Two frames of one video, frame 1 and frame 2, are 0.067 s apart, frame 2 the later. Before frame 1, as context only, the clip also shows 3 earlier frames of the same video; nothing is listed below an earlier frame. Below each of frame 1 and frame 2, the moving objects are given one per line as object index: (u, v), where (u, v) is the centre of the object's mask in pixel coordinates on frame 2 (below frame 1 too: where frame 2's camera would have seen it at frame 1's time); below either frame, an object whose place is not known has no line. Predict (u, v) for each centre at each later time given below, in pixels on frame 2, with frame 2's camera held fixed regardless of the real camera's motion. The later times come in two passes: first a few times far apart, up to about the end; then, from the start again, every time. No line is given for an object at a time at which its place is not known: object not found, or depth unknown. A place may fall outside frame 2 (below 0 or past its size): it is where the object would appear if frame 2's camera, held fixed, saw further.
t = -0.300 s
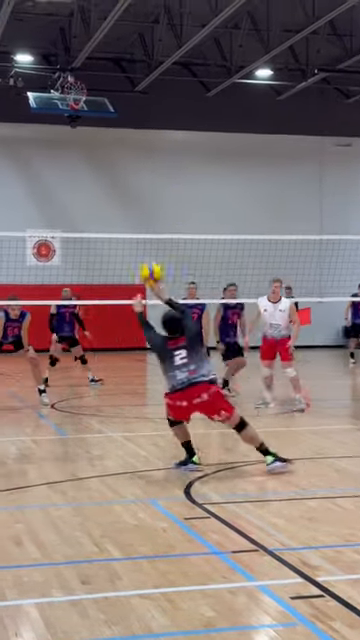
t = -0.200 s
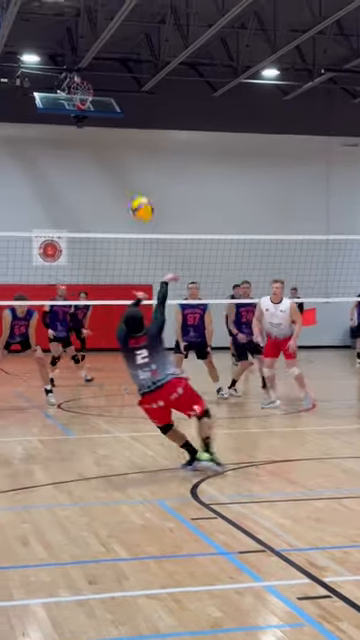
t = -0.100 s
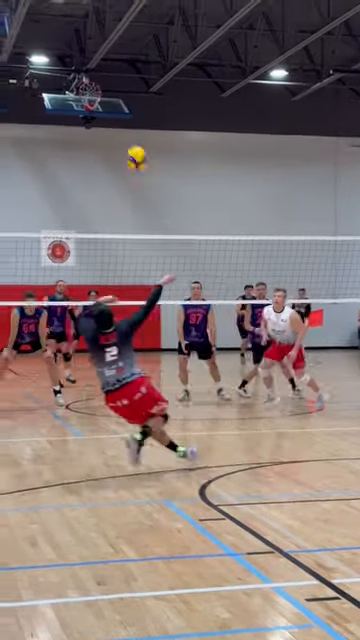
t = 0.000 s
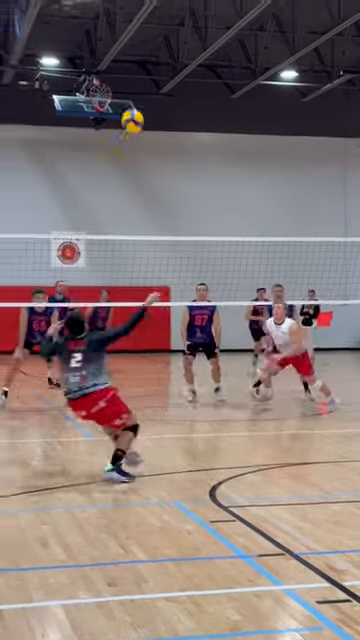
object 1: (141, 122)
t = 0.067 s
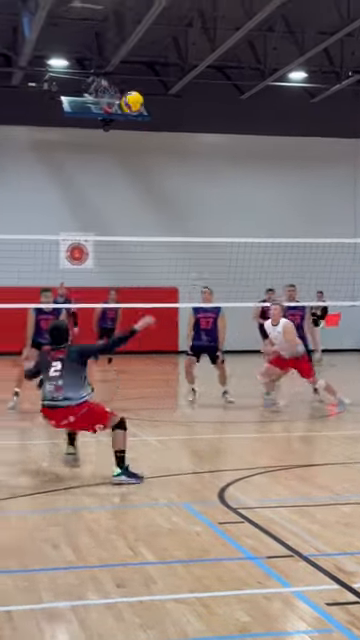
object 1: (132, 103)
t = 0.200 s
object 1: (116, 79)
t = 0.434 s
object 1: (88, 81)
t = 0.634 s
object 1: (65, 120)
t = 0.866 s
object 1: (43, 198)
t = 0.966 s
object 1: (38, 229)
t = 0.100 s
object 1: (128, 95)
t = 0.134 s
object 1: (124, 88)
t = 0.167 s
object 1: (120, 83)
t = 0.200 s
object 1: (116, 79)
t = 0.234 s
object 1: (111, 77)
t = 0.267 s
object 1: (107, 74)
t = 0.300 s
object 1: (103, 74)
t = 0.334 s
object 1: (100, 74)
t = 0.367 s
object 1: (96, 75)
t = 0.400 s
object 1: (91, 76)
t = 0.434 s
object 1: (88, 81)
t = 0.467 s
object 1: (85, 85)
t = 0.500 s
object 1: (80, 89)
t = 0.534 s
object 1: (77, 96)
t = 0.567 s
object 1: (72, 104)
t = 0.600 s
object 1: (69, 112)
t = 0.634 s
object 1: (65, 120)
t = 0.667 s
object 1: (62, 130)
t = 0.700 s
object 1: (59, 140)
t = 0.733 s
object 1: (55, 152)
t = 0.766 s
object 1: (51, 165)
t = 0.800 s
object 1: (48, 178)
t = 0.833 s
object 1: (44, 192)
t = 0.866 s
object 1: (43, 198)
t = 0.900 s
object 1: (39, 215)
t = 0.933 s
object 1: (39, 222)
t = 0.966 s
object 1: (38, 229)
